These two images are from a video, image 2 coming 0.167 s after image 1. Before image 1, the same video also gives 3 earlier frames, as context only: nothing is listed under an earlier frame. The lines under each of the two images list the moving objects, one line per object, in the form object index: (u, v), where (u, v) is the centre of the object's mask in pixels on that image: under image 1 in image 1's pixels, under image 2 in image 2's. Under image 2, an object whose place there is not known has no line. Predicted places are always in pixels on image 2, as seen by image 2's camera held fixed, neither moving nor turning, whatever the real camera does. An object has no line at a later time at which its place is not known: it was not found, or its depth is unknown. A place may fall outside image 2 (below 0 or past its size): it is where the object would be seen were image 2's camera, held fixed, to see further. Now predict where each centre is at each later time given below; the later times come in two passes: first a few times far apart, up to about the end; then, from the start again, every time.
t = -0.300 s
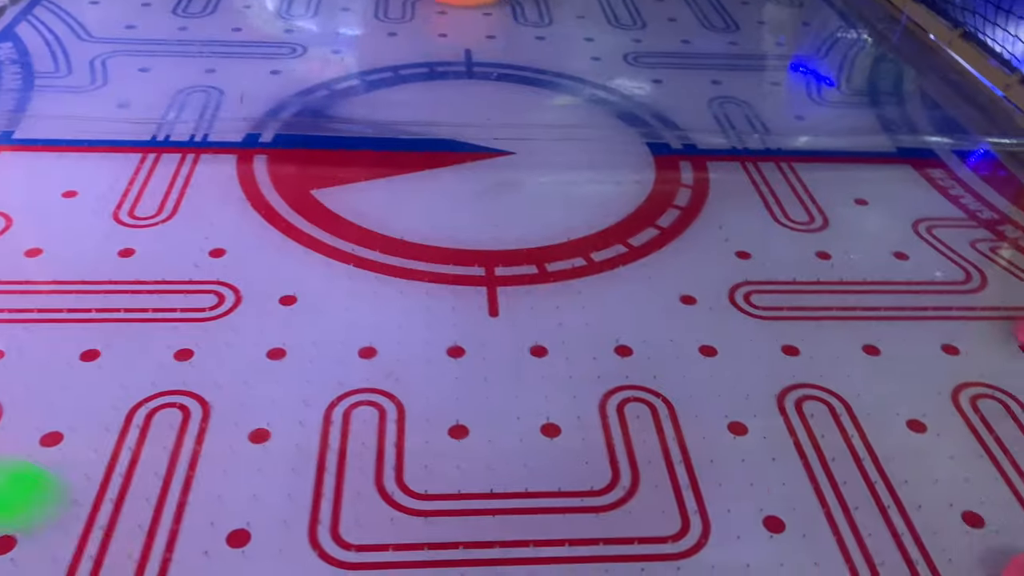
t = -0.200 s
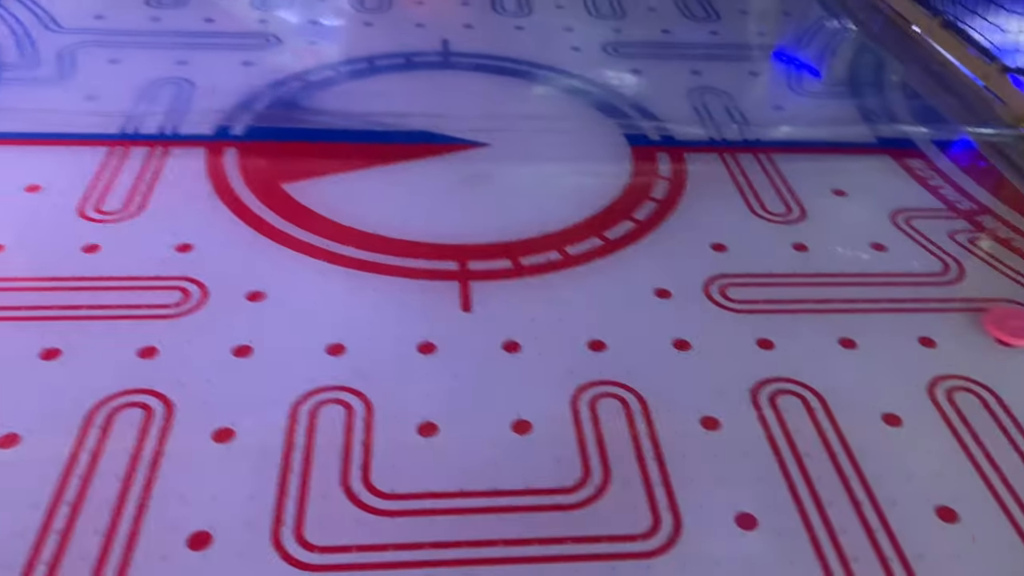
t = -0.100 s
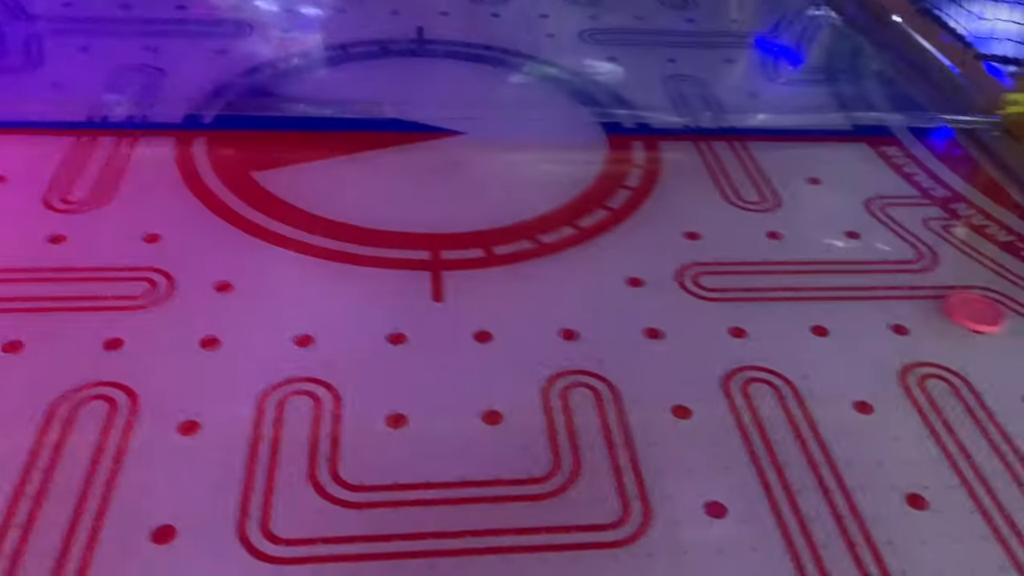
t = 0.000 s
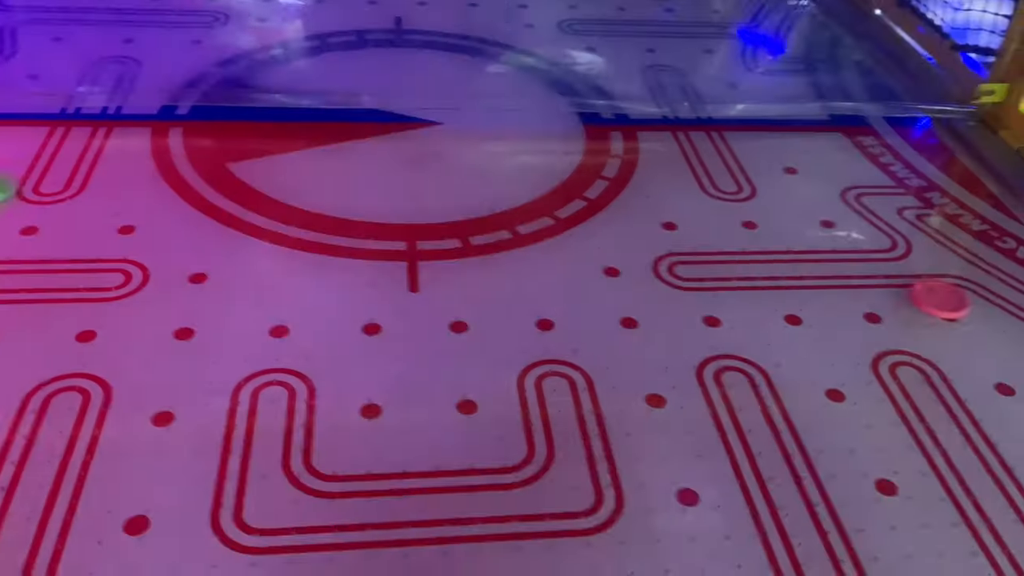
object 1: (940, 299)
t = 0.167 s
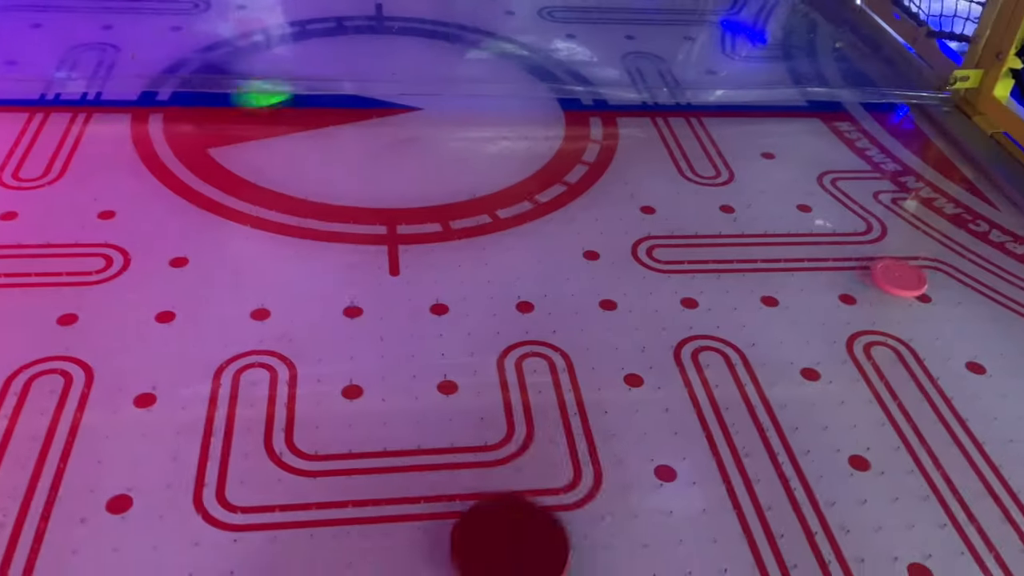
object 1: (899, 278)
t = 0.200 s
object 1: (896, 277)
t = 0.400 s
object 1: (880, 273)
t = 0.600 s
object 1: (865, 268)
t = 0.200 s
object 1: (896, 277)
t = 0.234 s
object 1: (893, 276)
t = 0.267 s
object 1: (890, 276)
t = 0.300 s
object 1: (888, 275)
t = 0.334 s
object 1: (885, 274)
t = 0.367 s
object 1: (882, 274)
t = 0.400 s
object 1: (880, 273)
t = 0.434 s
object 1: (877, 272)
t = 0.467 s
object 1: (874, 271)
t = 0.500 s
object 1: (872, 271)
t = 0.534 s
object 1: (870, 270)
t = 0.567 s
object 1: (867, 269)
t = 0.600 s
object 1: (865, 268)
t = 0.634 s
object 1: (863, 267)
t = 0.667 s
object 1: (861, 266)
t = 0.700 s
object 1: (858, 265)
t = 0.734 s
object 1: (856, 264)
